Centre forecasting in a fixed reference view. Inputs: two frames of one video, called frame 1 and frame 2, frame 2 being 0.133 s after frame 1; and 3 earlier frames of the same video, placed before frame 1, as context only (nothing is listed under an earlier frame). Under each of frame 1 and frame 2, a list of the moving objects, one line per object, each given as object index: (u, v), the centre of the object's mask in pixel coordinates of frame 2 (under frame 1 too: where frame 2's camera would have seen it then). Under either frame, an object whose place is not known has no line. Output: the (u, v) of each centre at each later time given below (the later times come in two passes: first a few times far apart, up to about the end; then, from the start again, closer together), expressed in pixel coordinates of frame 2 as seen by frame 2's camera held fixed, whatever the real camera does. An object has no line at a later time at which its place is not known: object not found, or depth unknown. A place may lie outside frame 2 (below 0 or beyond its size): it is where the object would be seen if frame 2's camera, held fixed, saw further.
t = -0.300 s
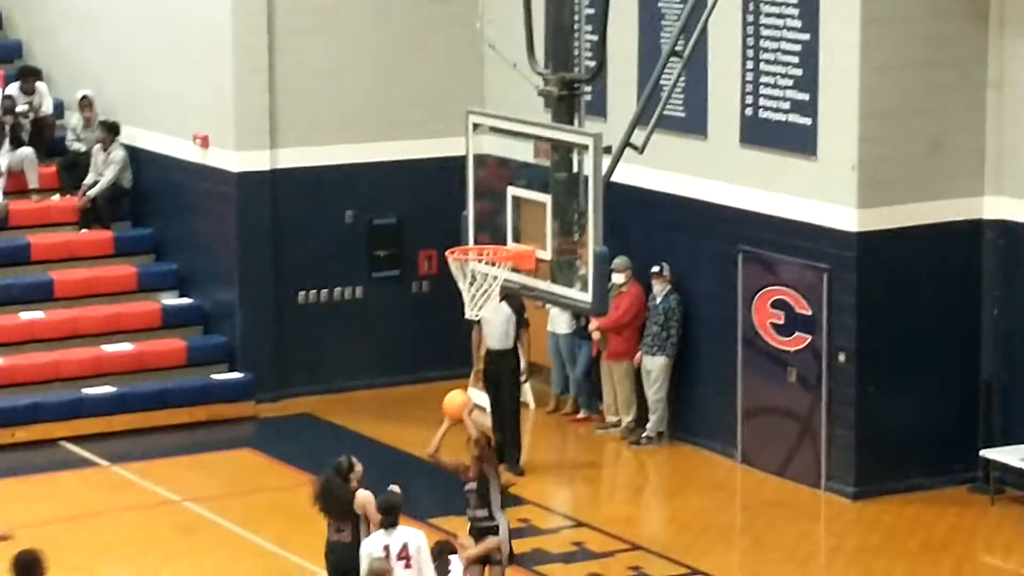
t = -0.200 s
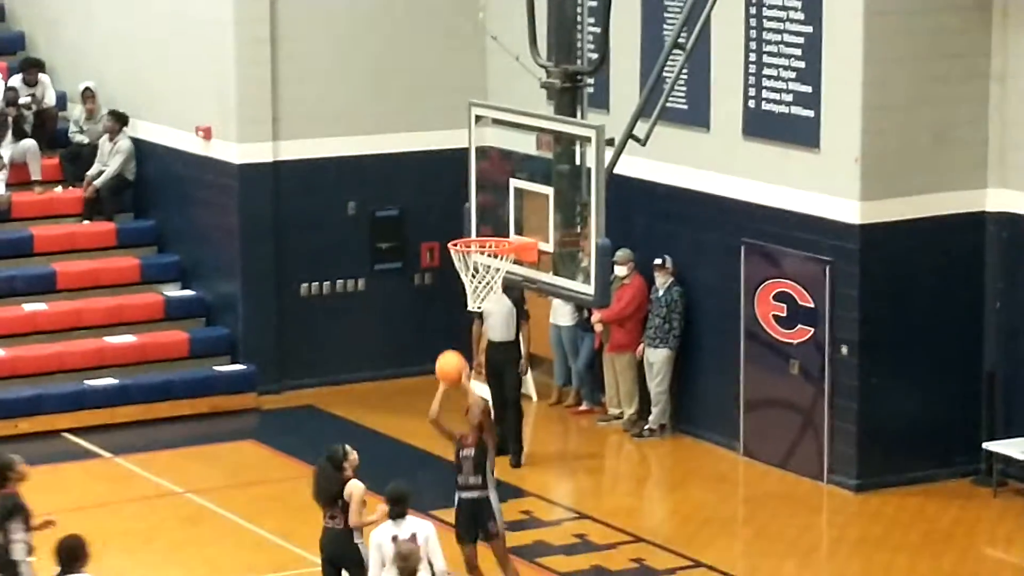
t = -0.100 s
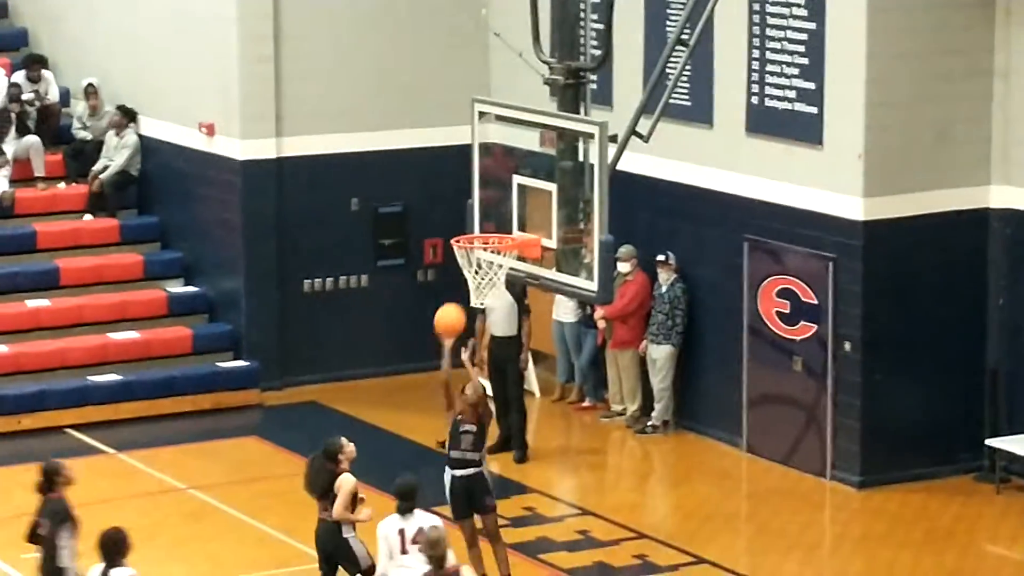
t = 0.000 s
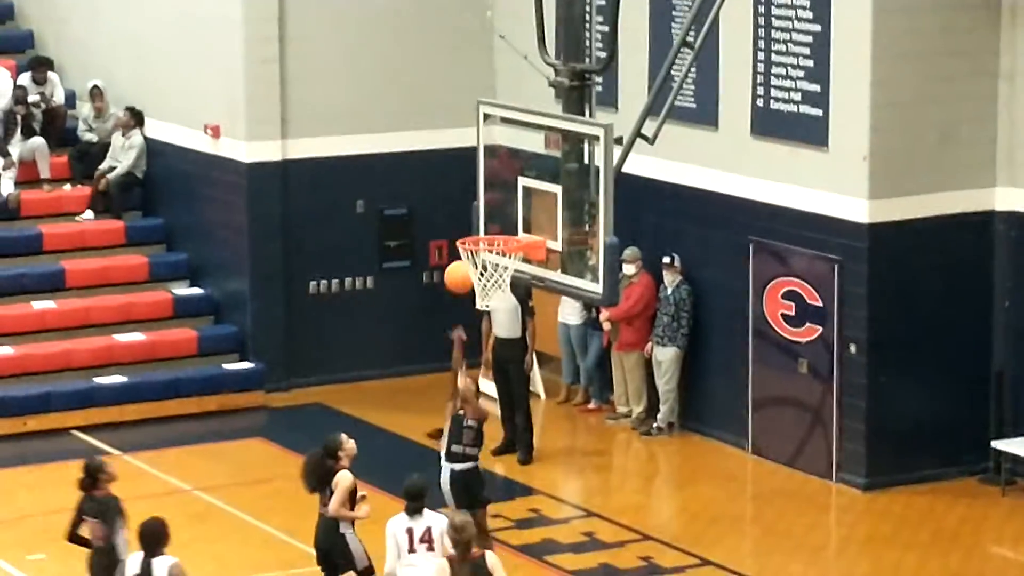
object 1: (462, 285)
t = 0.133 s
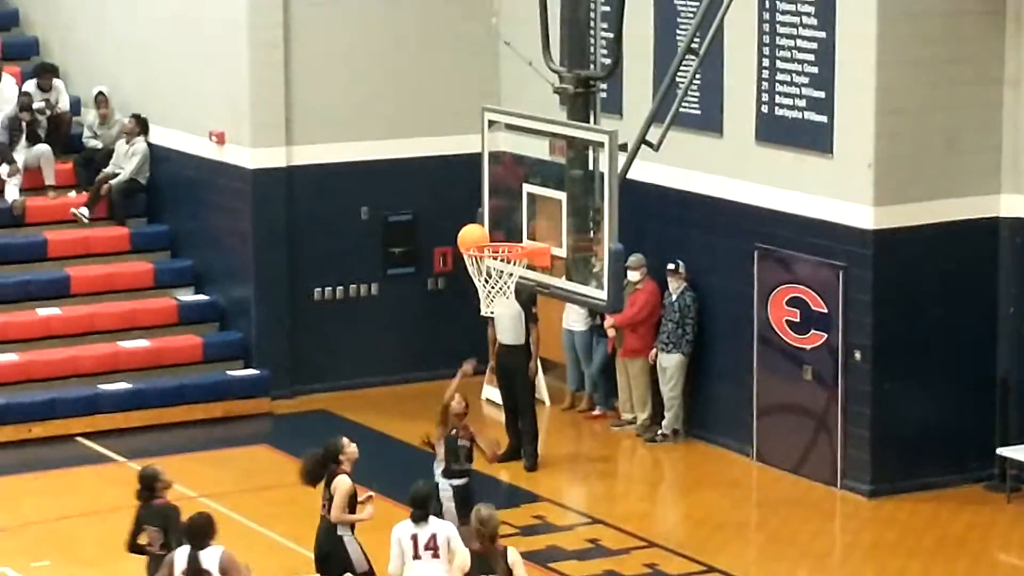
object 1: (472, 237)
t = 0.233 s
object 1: (480, 223)
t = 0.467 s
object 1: (497, 231)
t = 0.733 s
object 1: (498, 245)
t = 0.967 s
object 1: (516, 282)
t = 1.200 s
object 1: (492, 322)
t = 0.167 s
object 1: (475, 232)
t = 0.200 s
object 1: (478, 227)
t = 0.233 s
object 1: (480, 223)
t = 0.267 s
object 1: (483, 220)
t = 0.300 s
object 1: (485, 218)
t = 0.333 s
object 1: (487, 218)
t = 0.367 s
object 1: (490, 219)
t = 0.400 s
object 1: (492, 222)
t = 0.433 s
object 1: (495, 226)
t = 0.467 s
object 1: (497, 231)
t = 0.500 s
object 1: (499, 239)
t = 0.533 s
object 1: (499, 241)
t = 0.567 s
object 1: (495, 241)
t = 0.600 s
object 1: (490, 240)
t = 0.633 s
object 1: (486, 241)
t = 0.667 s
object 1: (486, 242)
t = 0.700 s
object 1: (492, 244)
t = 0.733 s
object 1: (498, 245)
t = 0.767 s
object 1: (504, 255)
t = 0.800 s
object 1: (511, 261)
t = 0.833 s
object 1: (516, 269)
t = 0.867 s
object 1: (518, 273)
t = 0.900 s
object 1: (518, 275)
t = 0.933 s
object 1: (518, 279)
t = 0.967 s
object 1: (516, 282)
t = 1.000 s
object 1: (514, 283)
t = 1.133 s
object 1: (501, 302)
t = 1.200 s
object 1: (492, 322)
